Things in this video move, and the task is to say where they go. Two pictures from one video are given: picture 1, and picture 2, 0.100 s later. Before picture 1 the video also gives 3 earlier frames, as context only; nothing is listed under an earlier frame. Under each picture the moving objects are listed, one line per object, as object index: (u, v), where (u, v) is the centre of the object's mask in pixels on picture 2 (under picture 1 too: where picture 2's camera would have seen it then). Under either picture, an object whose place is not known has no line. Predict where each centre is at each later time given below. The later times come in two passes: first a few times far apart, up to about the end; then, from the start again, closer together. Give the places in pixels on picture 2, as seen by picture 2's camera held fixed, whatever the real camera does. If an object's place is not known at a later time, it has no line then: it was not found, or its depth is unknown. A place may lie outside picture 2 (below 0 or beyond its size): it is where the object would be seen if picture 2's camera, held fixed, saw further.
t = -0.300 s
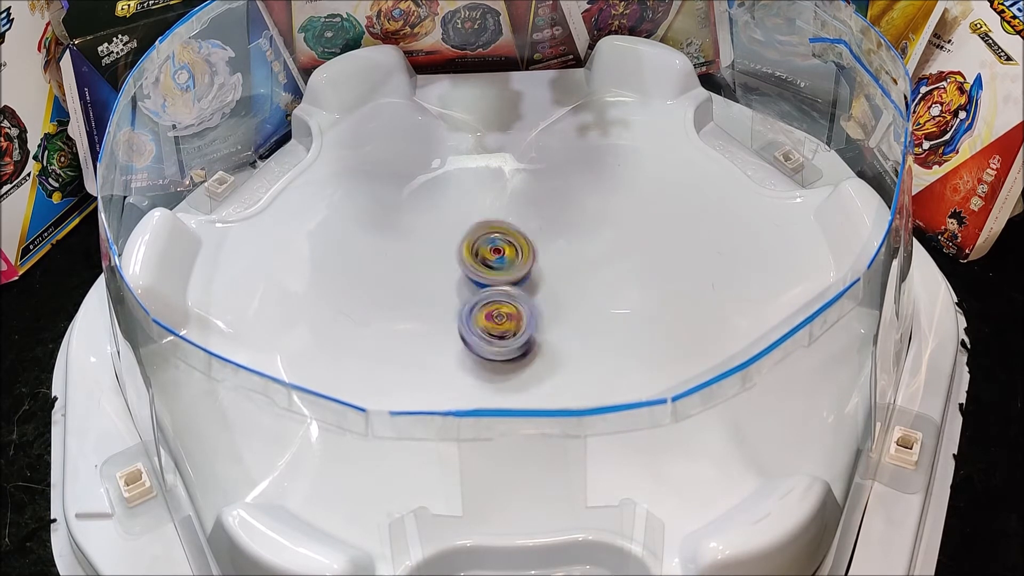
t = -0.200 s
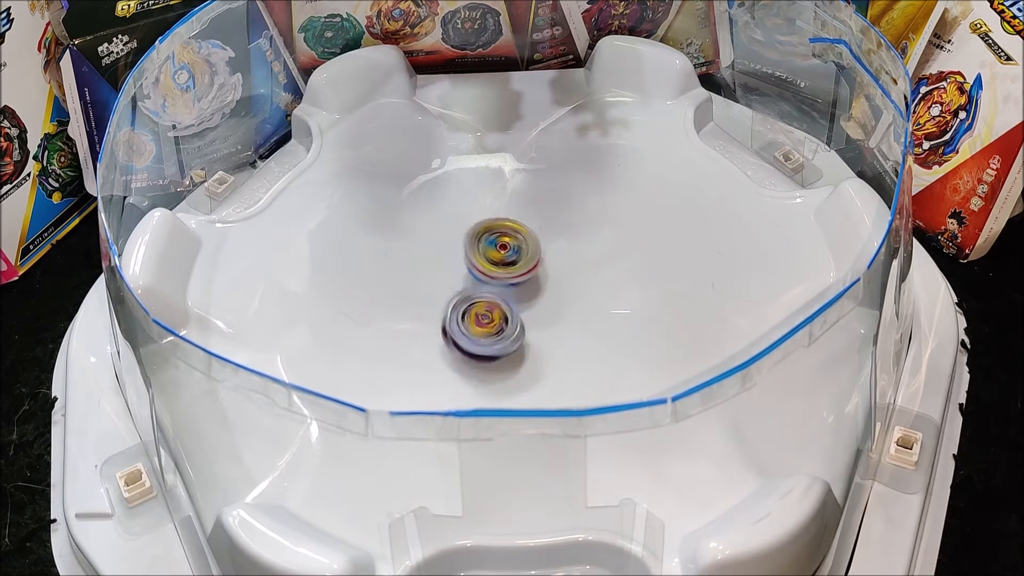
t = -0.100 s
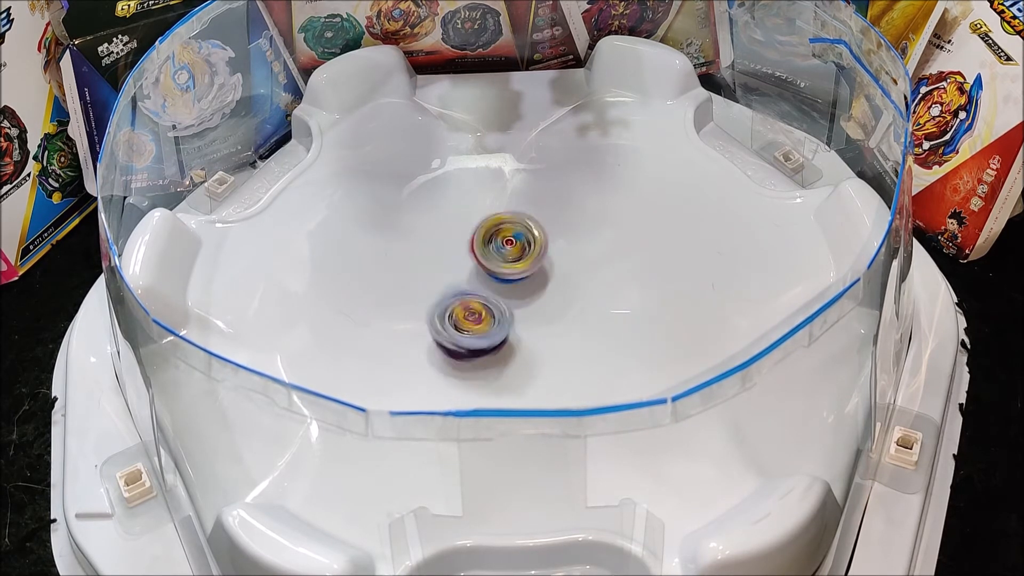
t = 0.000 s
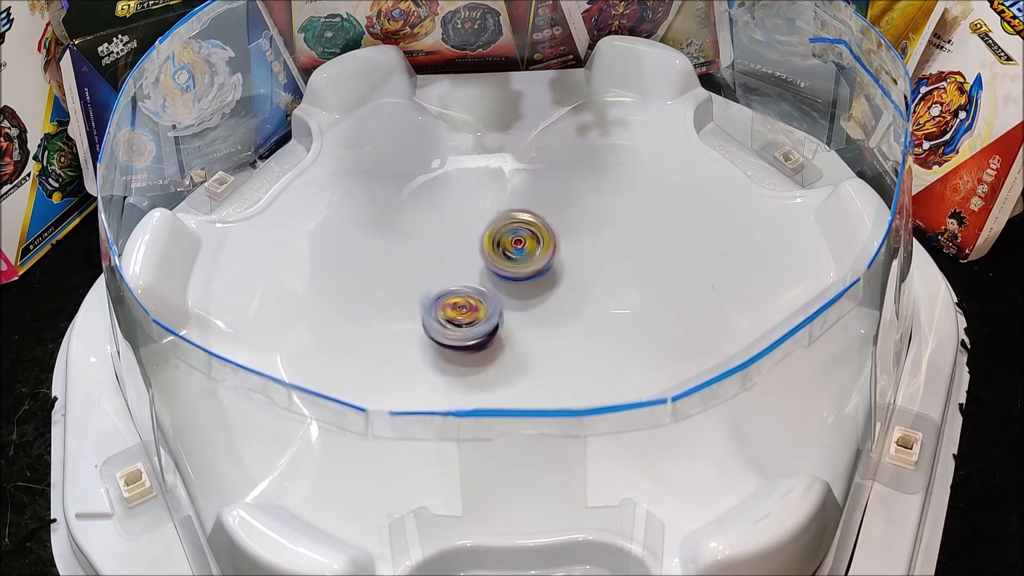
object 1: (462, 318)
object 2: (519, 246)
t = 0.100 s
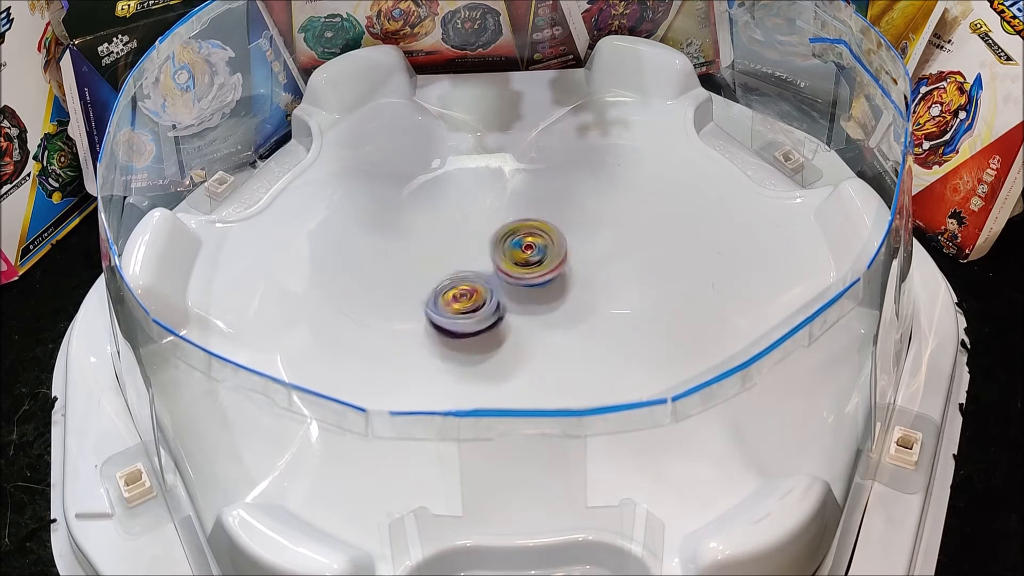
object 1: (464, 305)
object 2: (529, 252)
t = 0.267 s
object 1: (470, 290)
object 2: (547, 263)
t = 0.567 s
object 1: (454, 275)
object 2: (565, 287)
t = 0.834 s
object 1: (459, 274)
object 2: (561, 305)
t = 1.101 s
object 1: (475, 263)
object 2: (563, 316)
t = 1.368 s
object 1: (460, 243)
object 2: (562, 315)
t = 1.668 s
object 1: (452, 224)
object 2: (538, 303)
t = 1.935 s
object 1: (485, 244)
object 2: (530, 295)
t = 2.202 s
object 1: (481, 252)
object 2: (537, 297)
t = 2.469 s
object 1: (474, 266)
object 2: (550, 297)
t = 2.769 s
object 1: (488, 296)
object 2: (558, 291)
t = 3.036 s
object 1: (489, 302)
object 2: (554, 288)
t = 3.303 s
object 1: (489, 302)
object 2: (554, 288)
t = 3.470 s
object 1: (489, 302)
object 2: (554, 288)
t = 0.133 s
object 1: (466, 301)
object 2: (532, 254)
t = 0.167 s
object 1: (466, 298)
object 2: (535, 257)
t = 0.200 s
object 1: (467, 295)
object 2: (540, 259)
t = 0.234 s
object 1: (470, 292)
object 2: (545, 261)
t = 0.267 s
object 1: (470, 290)
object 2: (547, 263)
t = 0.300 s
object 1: (470, 287)
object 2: (550, 264)
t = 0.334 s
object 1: (471, 283)
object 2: (553, 267)
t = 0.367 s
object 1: (466, 281)
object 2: (559, 269)
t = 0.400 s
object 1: (462, 281)
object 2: (565, 273)
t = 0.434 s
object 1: (460, 278)
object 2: (567, 275)
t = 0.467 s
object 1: (461, 276)
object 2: (569, 276)
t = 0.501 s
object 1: (458, 276)
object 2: (569, 279)
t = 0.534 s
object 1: (454, 275)
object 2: (568, 282)
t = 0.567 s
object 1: (454, 275)
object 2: (565, 287)
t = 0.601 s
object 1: (455, 275)
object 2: (563, 290)
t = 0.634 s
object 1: (460, 275)
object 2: (560, 292)
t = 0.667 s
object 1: (463, 278)
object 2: (556, 294)
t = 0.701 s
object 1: (465, 278)
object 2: (551, 297)
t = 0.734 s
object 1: (468, 279)
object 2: (549, 297)
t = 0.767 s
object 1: (463, 278)
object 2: (556, 301)
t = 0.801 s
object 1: (458, 276)
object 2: (560, 302)
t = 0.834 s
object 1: (459, 274)
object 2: (561, 305)
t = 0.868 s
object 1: (465, 275)
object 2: (562, 307)
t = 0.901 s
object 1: (466, 273)
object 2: (564, 308)
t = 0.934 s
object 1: (468, 274)
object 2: (563, 309)
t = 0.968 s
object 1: (476, 274)
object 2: (562, 309)
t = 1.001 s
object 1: (481, 274)
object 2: (558, 308)
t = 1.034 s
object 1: (483, 274)
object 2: (558, 308)
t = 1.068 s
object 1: (487, 272)
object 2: (556, 307)
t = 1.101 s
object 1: (475, 263)
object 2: (563, 316)
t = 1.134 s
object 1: (466, 252)
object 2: (567, 321)
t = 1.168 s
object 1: (462, 248)
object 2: (572, 320)
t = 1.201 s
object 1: (457, 245)
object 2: (572, 322)
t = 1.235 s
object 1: (457, 241)
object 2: (570, 323)
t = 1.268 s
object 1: (456, 242)
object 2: (568, 323)
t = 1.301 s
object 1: (456, 241)
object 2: (567, 323)
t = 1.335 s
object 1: (458, 240)
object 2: (566, 319)
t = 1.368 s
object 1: (460, 243)
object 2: (562, 315)
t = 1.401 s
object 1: (461, 241)
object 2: (557, 312)
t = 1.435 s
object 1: (465, 243)
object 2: (552, 308)
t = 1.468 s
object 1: (466, 244)
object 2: (544, 303)
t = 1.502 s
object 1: (472, 246)
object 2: (536, 297)
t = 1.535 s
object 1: (474, 247)
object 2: (528, 291)
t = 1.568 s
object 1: (468, 240)
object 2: (536, 294)
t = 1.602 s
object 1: (457, 233)
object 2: (539, 298)
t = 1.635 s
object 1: (455, 226)
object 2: (540, 302)
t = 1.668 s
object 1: (452, 224)
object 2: (538, 303)
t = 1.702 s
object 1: (454, 223)
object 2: (536, 305)
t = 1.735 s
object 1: (453, 224)
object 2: (533, 304)
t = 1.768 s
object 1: (456, 227)
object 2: (531, 302)
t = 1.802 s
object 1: (461, 228)
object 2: (529, 302)
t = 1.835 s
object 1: (469, 232)
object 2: (530, 298)
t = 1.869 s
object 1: (473, 234)
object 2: (531, 297)
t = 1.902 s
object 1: (478, 239)
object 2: (530, 296)
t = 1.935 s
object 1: (485, 244)
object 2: (530, 295)
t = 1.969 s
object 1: (485, 245)
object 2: (533, 298)
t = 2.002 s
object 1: (487, 244)
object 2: (535, 301)
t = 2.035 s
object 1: (487, 243)
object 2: (537, 301)
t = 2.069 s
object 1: (485, 244)
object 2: (539, 301)
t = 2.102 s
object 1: (486, 245)
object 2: (539, 300)
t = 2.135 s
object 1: (484, 246)
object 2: (538, 300)
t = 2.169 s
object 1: (481, 251)
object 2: (538, 299)
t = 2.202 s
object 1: (481, 252)
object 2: (537, 297)
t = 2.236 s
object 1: (481, 253)
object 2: (536, 296)
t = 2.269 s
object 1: (483, 256)
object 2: (537, 296)
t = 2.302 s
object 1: (482, 255)
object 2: (539, 295)
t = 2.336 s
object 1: (480, 258)
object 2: (539, 294)
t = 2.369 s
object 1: (478, 260)
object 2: (543, 295)
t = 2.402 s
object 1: (476, 262)
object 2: (546, 295)
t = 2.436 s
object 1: (475, 263)
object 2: (549, 296)
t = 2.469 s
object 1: (474, 266)
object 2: (550, 297)
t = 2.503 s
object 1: (476, 271)
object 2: (549, 296)
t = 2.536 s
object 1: (478, 276)
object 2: (551, 295)
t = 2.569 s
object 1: (477, 279)
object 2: (553, 293)
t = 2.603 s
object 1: (479, 282)
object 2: (553, 292)
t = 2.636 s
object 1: (482, 284)
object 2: (555, 291)
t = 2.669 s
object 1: (482, 287)
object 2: (558, 291)
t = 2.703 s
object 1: (482, 290)
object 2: (559, 290)
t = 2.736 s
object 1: (484, 293)
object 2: (559, 290)
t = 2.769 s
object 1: (488, 296)
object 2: (558, 291)
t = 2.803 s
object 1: (490, 299)
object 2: (557, 290)
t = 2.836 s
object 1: (491, 301)
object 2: (556, 290)
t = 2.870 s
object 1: (490, 302)
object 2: (555, 289)
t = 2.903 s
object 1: (489, 302)
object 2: (554, 288)
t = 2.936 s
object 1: (489, 302)
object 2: (554, 288)
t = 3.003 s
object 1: (489, 302)
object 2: (554, 288)
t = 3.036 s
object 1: (489, 302)
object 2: (554, 288)
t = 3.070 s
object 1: (489, 302)
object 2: (554, 288)
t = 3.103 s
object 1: (489, 302)
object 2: (554, 288)
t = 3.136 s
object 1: (489, 302)
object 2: (554, 288)
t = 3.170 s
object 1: (489, 302)
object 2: (554, 288)
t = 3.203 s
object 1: (489, 302)
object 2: (554, 288)
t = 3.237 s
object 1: (489, 302)
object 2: (554, 288)
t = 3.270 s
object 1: (489, 302)
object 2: (554, 288)
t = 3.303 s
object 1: (489, 302)
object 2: (554, 288)
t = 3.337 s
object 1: (489, 302)
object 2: (554, 288)
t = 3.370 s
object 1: (489, 302)
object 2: (554, 288)
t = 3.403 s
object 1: (489, 302)
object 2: (554, 288)
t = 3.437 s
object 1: (489, 302)
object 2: (554, 288)
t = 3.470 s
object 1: (489, 302)
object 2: (554, 288)
